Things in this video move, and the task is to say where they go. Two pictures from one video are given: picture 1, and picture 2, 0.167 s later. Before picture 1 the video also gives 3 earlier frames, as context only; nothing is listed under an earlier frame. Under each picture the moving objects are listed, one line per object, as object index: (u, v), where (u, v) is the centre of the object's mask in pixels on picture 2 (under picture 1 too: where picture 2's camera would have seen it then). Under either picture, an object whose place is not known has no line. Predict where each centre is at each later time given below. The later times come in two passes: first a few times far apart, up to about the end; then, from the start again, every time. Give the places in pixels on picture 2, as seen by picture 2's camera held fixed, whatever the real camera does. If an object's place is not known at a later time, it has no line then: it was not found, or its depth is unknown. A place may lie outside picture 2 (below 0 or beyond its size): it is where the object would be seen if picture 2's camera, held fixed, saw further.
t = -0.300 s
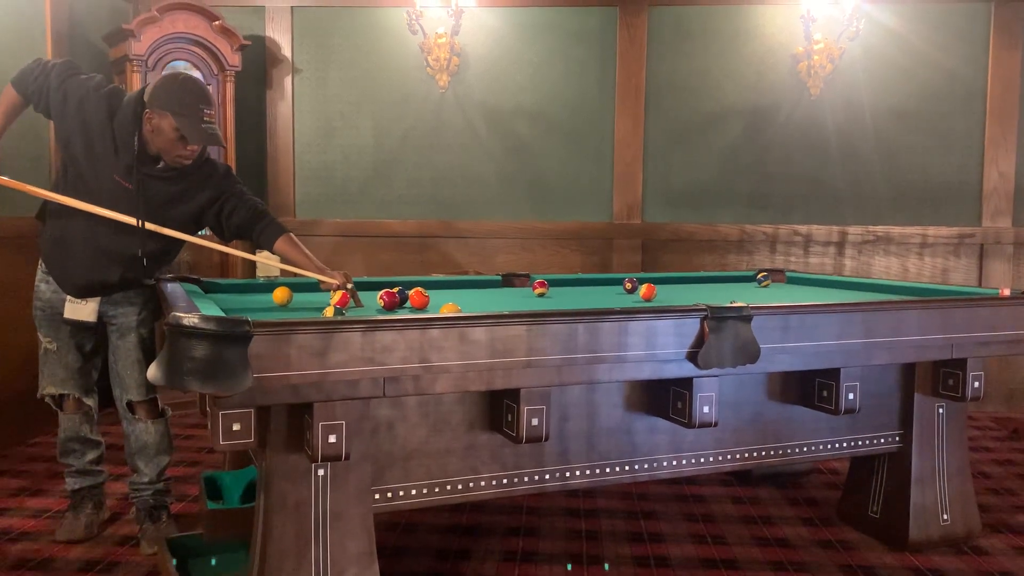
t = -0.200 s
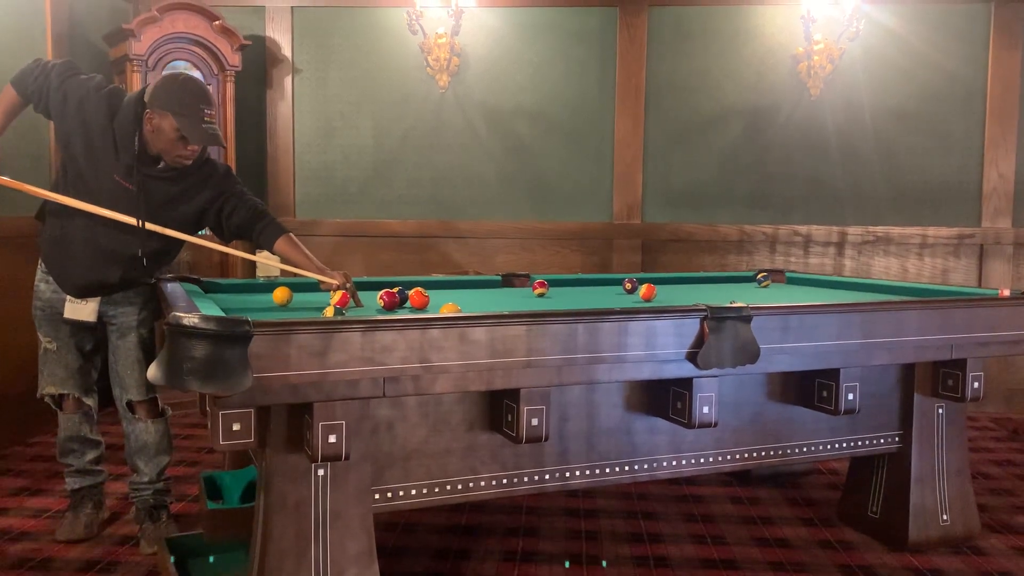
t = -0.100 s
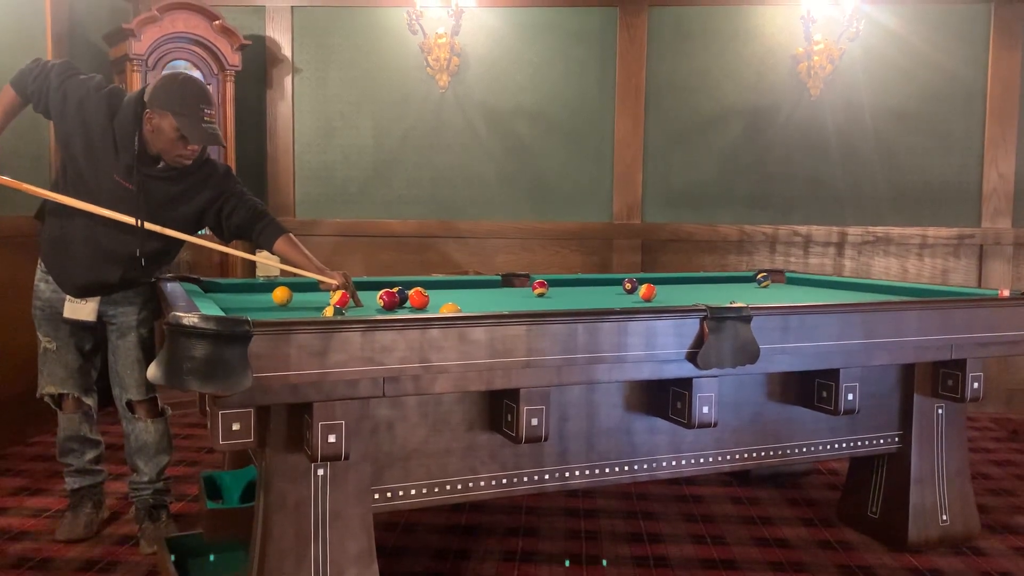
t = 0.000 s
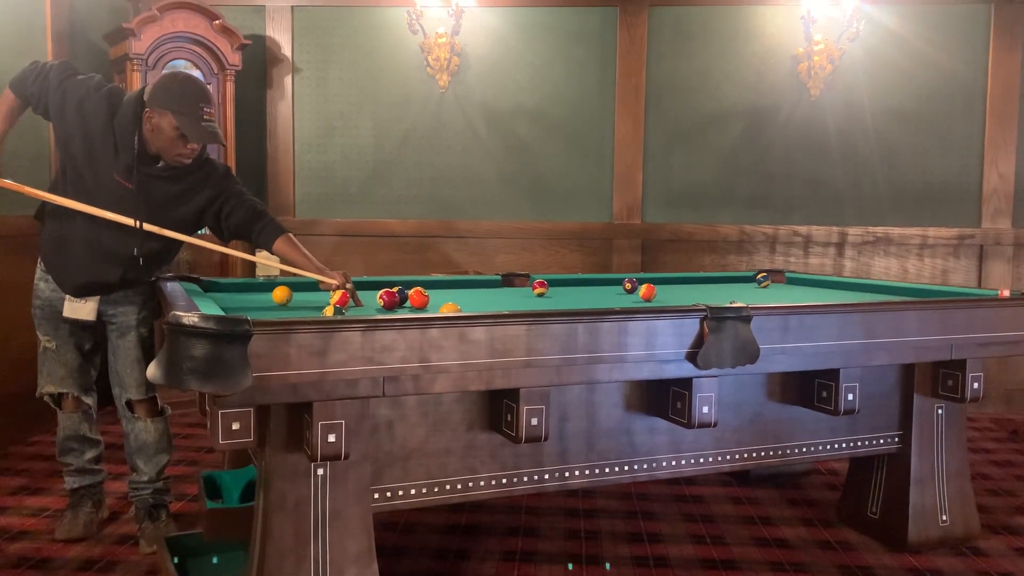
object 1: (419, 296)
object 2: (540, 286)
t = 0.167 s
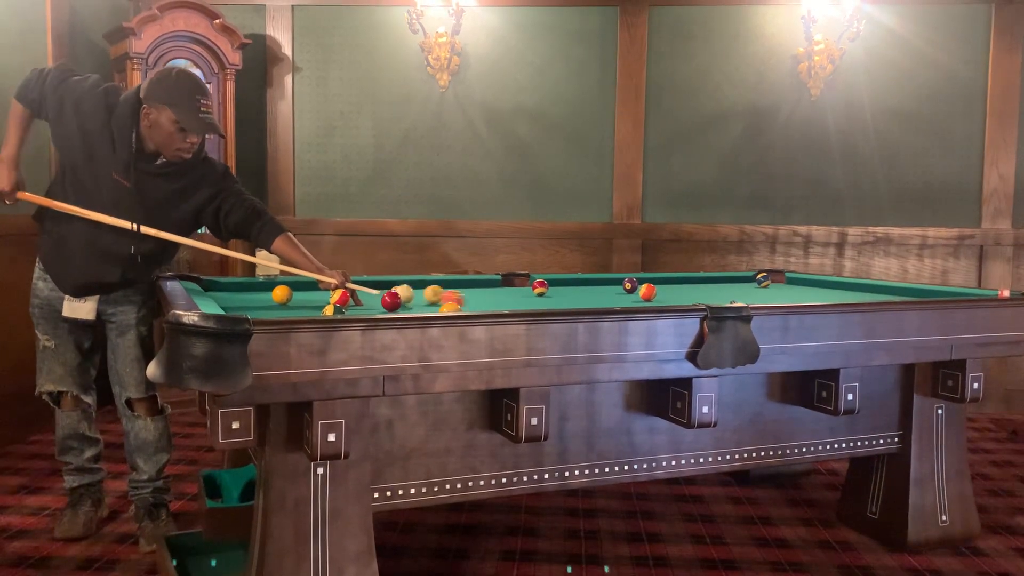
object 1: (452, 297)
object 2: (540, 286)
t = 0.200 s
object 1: (466, 300)
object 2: (540, 287)
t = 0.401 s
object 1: (531, 302)
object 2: (540, 287)
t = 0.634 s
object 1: (608, 303)
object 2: (540, 287)
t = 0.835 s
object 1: (634, 301)
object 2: (545, 287)
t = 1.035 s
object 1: (650, 300)
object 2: (563, 287)
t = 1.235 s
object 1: (666, 298)
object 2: (578, 287)
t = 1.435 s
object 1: (679, 297)
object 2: (593, 287)
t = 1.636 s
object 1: (690, 295)
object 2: (605, 286)
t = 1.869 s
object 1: (702, 293)
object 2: (618, 286)
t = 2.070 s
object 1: (711, 291)
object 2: (627, 286)
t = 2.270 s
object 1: (719, 290)
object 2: (634, 285)
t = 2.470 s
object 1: (726, 288)
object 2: (639, 284)
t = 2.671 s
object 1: (732, 286)
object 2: (644, 283)
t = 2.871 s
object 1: (737, 285)
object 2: (652, 283)
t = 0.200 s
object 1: (466, 300)
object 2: (540, 287)
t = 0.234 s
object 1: (477, 301)
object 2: (540, 287)
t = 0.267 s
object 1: (489, 301)
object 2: (540, 287)
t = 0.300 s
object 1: (499, 302)
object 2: (540, 287)
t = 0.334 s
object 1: (510, 302)
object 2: (540, 287)
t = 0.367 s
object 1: (520, 302)
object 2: (540, 287)
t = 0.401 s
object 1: (531, 302)
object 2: (540, 287)
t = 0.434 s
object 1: (542, 302)
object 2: (540, 287)
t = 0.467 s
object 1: (553, 302)
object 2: (540, 287)
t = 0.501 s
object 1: (564, 302)
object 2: (540, 287)
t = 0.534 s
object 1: (575, 303)
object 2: (540, 287)
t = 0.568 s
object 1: (585, 303)
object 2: (540, 287)
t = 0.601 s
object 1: (597, 303)
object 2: (540, 287)
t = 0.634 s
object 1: (608, 303)
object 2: (540, 287)
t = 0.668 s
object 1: (619, 304)
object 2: (540, 287)
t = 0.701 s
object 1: (622, 303)
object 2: (540, 287)
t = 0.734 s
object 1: (624, 303)
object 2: (540, 287)
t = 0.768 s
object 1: (627, 302)
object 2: (540, 287)
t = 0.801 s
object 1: (631, 302)
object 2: (541, 287)
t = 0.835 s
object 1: (634, 301)
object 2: (545, 287)
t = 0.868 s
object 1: (636, 301)
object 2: (549, 287)
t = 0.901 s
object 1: (639, 301)
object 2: (552, 287)
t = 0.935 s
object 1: (642, 301)
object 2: (555, 287)
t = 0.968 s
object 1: (645, 301)
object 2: (558, 287)
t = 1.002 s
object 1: (648, 300)
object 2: (560, 287)
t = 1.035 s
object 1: (650, 300)
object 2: (563, 287)
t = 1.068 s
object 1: (653, 300)
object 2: (566, 287)
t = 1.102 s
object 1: (655, 299)
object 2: (568, 287)
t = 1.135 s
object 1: (658, 299)
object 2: (571, 287)
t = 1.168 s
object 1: (660, 299)
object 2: (573, 287)
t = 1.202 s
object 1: (663, 299)
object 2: (576, 287)
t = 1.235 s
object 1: (666, 298)
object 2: (578, 287)
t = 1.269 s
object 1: (668, 298)
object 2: (581, 287)
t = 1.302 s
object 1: (670, 298)
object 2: (583, 287)
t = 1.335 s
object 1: (672, 298)
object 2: (585, 287)
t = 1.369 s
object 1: (674, 298)
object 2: (588, 287)
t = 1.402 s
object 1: (677, 297)
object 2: (590, 287)
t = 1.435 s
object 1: (679, 297)
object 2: (593, 287)
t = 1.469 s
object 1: (681, 297)
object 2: (595, 287)
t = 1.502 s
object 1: (683, 296)
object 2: (597, 287)
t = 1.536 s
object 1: (685, 296)
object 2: (599, 286)
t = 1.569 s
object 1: (687, 296)
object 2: (601, 286)
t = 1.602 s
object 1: (688, 296)
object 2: (603, 286)
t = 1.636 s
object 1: (690, 295)
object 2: (605, 286)
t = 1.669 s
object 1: (692, 295)
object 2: (607, 286)
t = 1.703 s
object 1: (694, 295)
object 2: (609, 286)
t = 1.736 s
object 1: (696, 294)
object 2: (611, 286)
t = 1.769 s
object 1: (697, 294)
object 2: (613, 286)
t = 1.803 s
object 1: (699, 294)
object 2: (615, 286)
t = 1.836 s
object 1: (701, 293)
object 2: (617, 286)
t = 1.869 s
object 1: (702, 293)
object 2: (618, 286)
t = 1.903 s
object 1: (704, 293)
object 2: (621, 286)
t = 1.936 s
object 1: (706, 293)
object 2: (623, 286)
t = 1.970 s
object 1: (707, 292)
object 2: (625, 286)
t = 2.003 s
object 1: (708, 292)
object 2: (626, 286)
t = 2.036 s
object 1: (710, 292)
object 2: (627, 286)
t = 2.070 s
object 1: (711, 291)
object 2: (627, 286)
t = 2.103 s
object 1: (713, 291)
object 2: (629, 286)
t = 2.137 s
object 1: (714, 291)
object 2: (630, 286)
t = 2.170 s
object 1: (715, 290)
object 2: (632, 286)
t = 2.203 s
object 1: (717, 290)
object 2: (632, 286)
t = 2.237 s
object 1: (718, 290)
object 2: (633, 286)
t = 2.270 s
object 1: (719, 290)
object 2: (634, 285)
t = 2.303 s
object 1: (720, 289)
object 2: (635, 285)
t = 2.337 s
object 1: (722, 289)
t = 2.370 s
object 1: (723, 289)
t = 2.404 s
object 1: (724, 288)
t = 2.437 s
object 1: (725, 288)
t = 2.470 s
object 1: (726, 288)
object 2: (639, 284)
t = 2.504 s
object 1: (727, 288)
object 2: (640, 284)
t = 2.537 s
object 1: (728, 287)
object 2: (640, 284)
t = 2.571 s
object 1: (729, 287)
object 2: (641, 283)
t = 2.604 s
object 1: (730, 287)
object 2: (642, 283)
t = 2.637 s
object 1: (731, 287)
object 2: (643, 283)
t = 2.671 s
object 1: (732, 286)
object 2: (644, 283)
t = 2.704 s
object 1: (733, 286)
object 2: (646, 282)
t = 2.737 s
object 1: (734, 286)
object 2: (647, 282)
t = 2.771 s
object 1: (735, 286)
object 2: (648, 282)
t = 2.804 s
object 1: (736, 285)
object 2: (649, 282)
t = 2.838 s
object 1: (736, 285)
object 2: (650, 282)
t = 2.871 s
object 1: (737, 285)
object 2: (652, 283)
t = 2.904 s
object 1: (738, 285)
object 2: (652, 283)
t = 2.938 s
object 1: (739, 284)
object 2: (653, 283)
